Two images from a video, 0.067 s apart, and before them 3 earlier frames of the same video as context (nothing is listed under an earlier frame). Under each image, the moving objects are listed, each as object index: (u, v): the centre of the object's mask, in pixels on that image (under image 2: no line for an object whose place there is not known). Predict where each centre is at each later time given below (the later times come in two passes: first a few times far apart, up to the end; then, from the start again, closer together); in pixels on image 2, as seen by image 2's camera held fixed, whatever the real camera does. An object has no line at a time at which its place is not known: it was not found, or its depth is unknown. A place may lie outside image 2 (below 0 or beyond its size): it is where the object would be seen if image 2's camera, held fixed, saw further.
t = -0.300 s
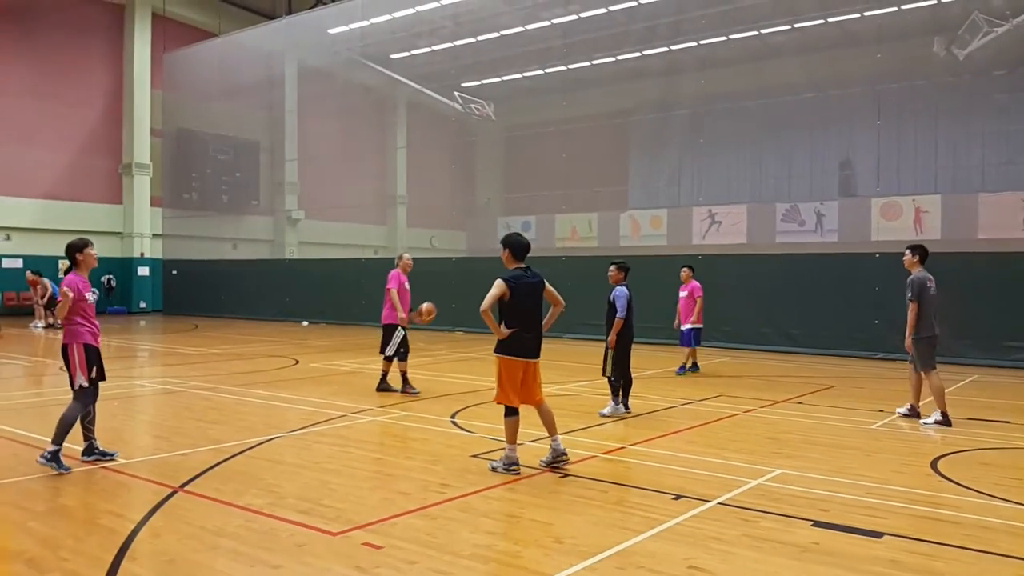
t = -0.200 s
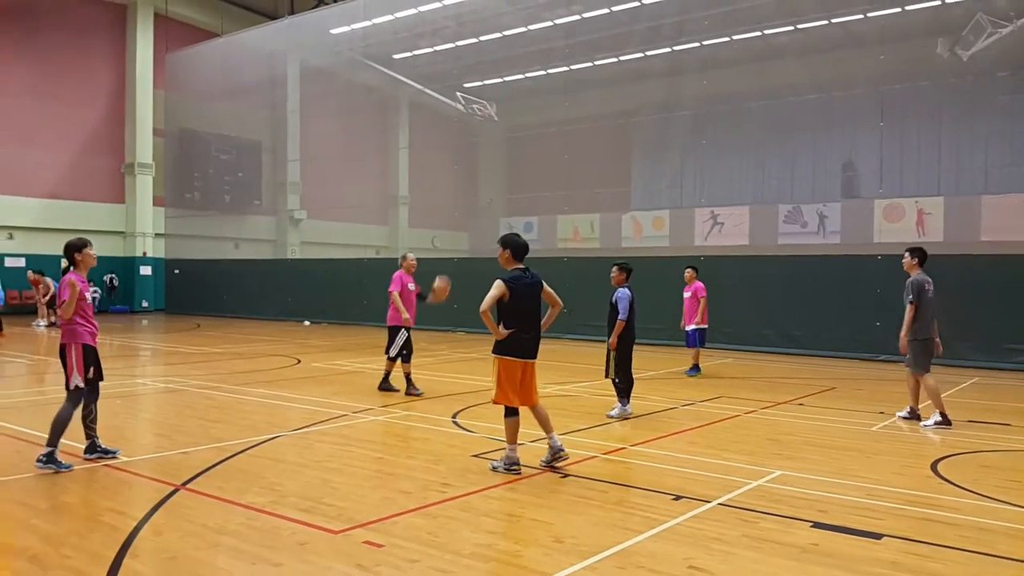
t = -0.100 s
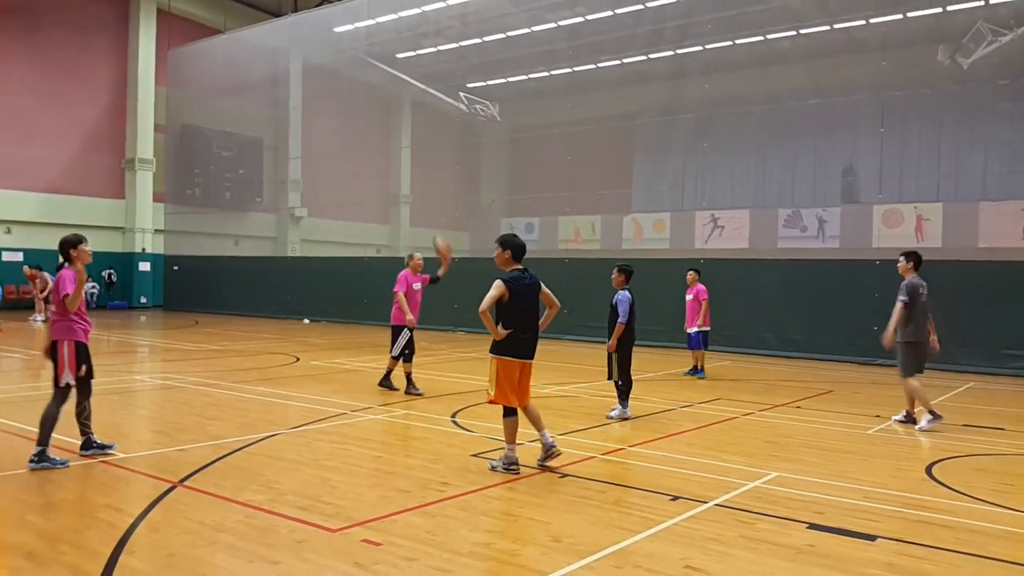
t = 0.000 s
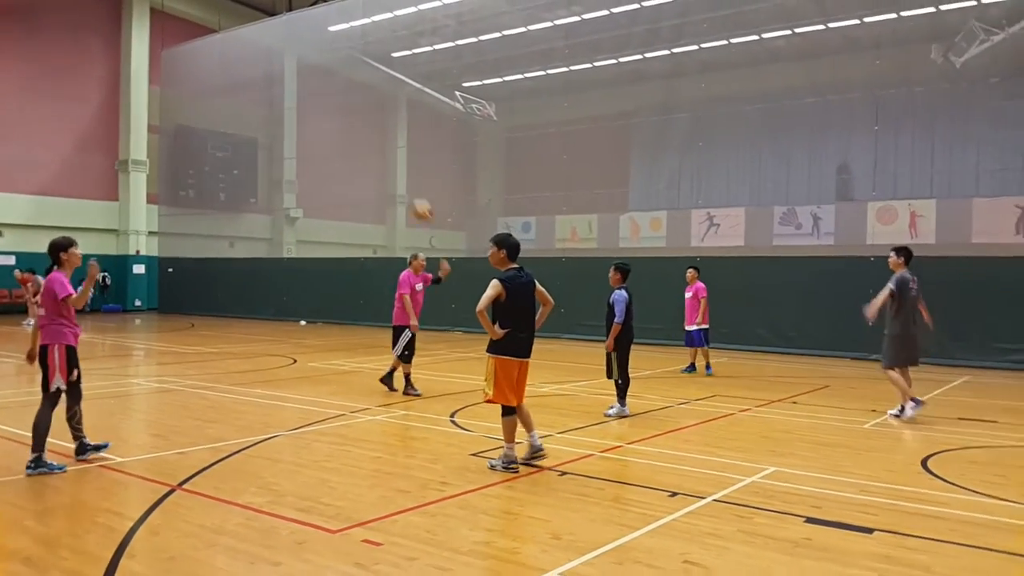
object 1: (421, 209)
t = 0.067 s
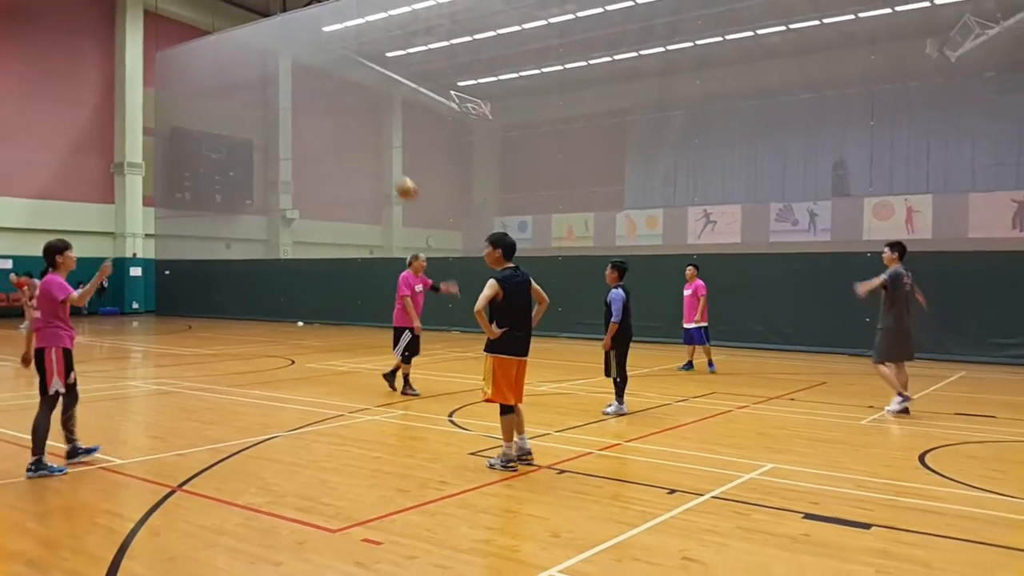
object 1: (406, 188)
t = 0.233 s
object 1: (369, 144)
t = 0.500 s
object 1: (297, 112)
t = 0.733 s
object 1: (215, 142)
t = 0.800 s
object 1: (185, 165)
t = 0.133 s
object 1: (393, 168)
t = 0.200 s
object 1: (377, 151)
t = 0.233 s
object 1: (369, 144)
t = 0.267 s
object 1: (361, 137)
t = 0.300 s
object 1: (353, 130)
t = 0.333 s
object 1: (345, 125)
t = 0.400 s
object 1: (327, 117)
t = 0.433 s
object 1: (318, 115)
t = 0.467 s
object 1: (307, 113)
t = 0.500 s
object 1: (297, 112)
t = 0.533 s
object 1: (287, 113)
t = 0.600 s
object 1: (265, 117)
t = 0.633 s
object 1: (253, 121)
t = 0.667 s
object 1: (241, 127)
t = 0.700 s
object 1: (228, 133)
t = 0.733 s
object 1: (215, 142)
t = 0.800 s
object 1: (185, 165)
